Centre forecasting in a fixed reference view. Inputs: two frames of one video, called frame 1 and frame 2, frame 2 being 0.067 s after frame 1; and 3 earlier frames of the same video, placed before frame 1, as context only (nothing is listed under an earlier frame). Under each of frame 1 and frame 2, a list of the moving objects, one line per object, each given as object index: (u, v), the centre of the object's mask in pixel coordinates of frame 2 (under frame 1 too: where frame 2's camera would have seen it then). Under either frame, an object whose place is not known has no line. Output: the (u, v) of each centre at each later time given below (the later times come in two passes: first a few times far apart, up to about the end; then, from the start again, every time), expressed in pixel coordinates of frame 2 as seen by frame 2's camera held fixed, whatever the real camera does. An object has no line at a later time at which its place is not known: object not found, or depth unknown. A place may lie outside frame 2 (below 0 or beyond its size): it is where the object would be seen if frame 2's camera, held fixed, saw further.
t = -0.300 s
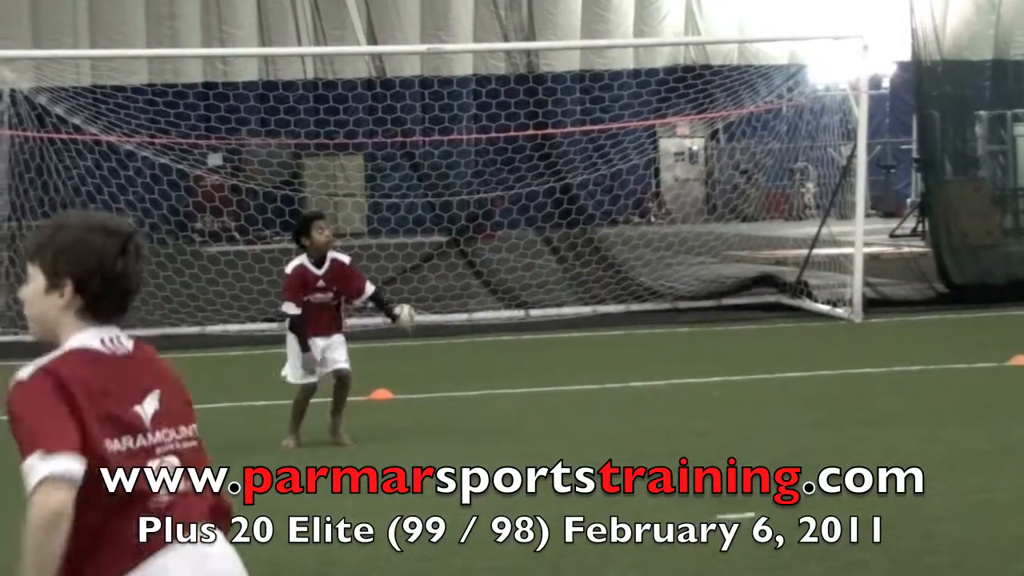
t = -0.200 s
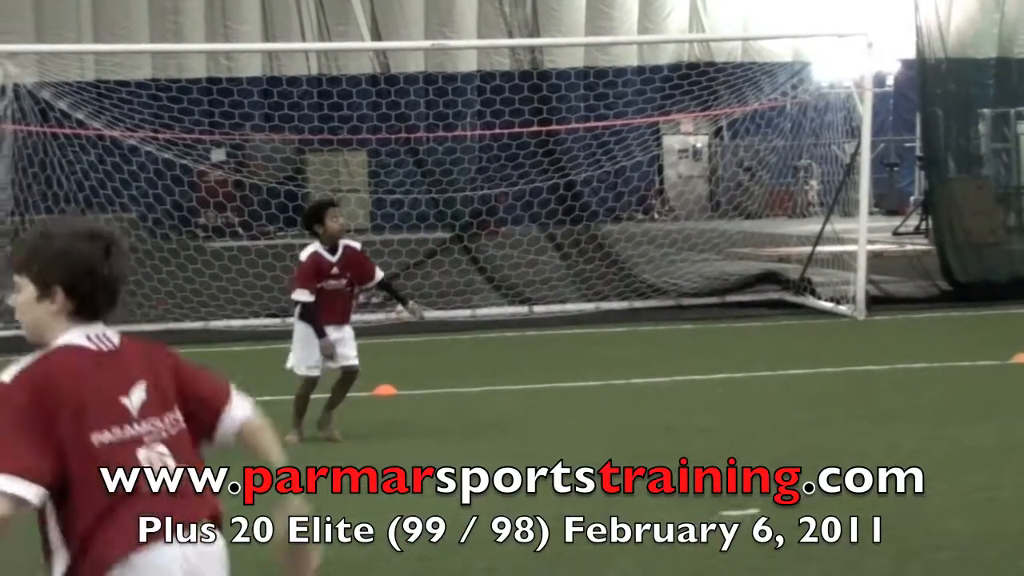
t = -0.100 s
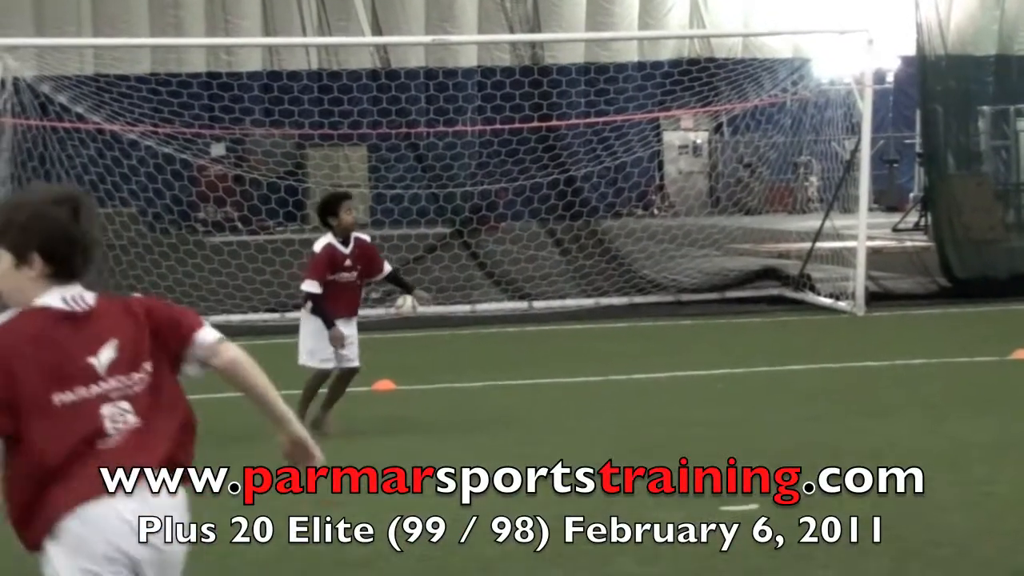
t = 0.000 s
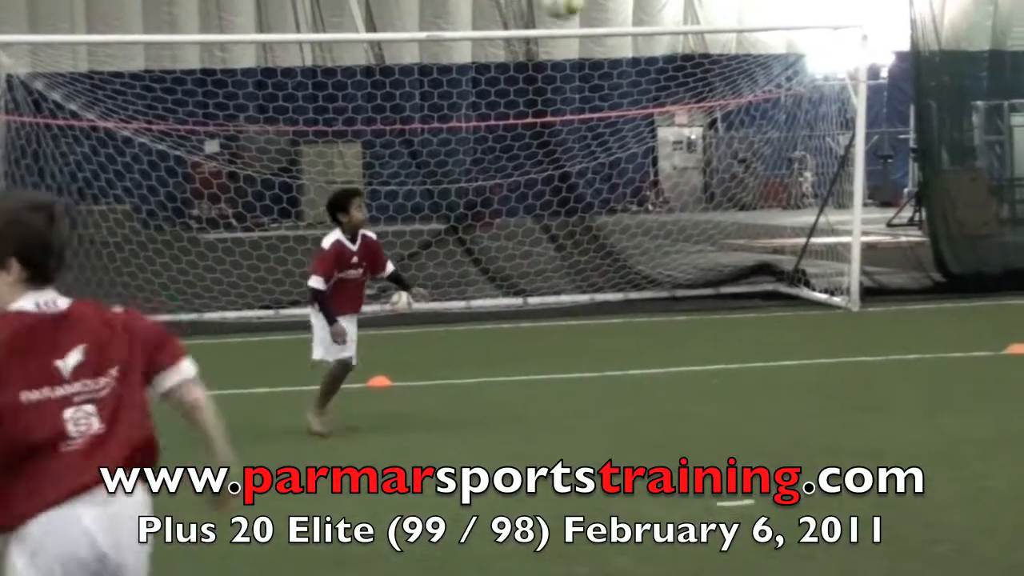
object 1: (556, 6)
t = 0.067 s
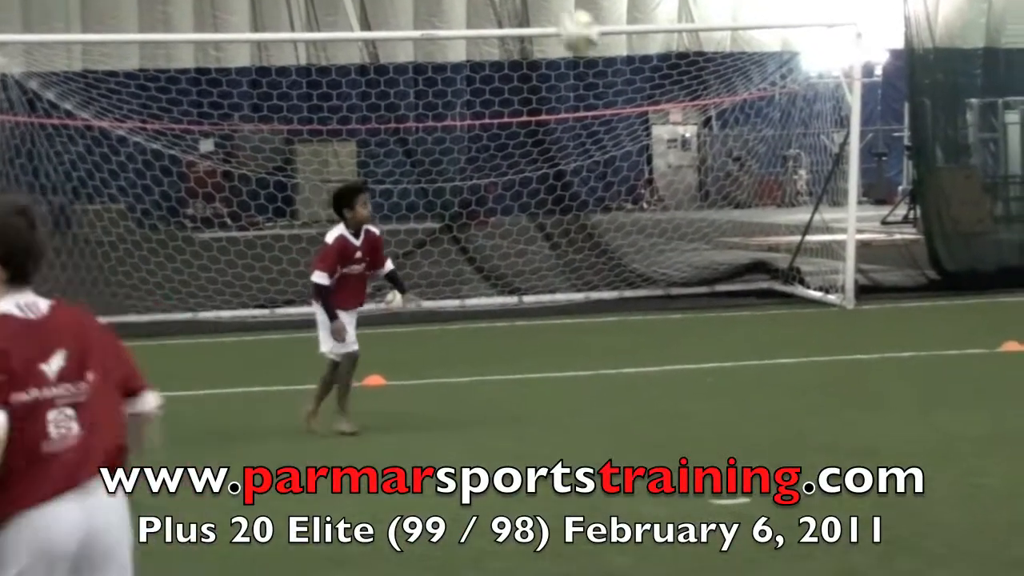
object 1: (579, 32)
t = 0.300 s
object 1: (652, 225)
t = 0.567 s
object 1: (689, 325)
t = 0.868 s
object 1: (657, 180)
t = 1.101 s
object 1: (634, 188)
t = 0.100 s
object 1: (589, 53)
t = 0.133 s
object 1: (598, 76)
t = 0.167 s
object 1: (608, 101)
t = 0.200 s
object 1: (619, 129)
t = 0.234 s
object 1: (630, 159)
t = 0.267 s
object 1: (640, 190)
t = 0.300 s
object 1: (652, 225)
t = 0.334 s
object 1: (663, 262)
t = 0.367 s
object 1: (672, 298)
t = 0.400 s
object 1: (683, 340)
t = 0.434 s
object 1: (694, 384)
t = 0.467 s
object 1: (701, 413)
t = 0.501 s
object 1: (697, 382)
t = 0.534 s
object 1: (693, 352)
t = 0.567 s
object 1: (689, 325)
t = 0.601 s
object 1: (686, 300)
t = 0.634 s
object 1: (682, 279)
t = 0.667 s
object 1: (679, 257)
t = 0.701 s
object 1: (675, 239)
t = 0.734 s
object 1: (672, 224)
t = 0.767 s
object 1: (668, 209)
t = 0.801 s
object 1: (665, 197)
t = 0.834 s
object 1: (661, 188)
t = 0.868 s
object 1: (657, 180)
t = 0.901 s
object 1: (654, 175)
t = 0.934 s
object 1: (650, 173)
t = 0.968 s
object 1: (648, 172)
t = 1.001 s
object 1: (645, 173)
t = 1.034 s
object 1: (642, 175)
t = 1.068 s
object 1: (638, 180)
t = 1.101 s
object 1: (634, 188)
